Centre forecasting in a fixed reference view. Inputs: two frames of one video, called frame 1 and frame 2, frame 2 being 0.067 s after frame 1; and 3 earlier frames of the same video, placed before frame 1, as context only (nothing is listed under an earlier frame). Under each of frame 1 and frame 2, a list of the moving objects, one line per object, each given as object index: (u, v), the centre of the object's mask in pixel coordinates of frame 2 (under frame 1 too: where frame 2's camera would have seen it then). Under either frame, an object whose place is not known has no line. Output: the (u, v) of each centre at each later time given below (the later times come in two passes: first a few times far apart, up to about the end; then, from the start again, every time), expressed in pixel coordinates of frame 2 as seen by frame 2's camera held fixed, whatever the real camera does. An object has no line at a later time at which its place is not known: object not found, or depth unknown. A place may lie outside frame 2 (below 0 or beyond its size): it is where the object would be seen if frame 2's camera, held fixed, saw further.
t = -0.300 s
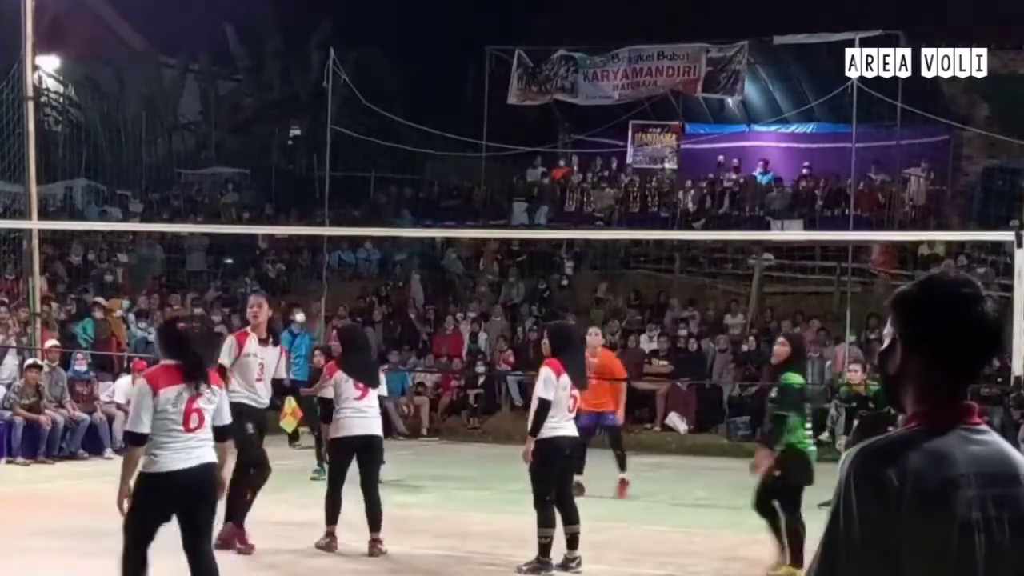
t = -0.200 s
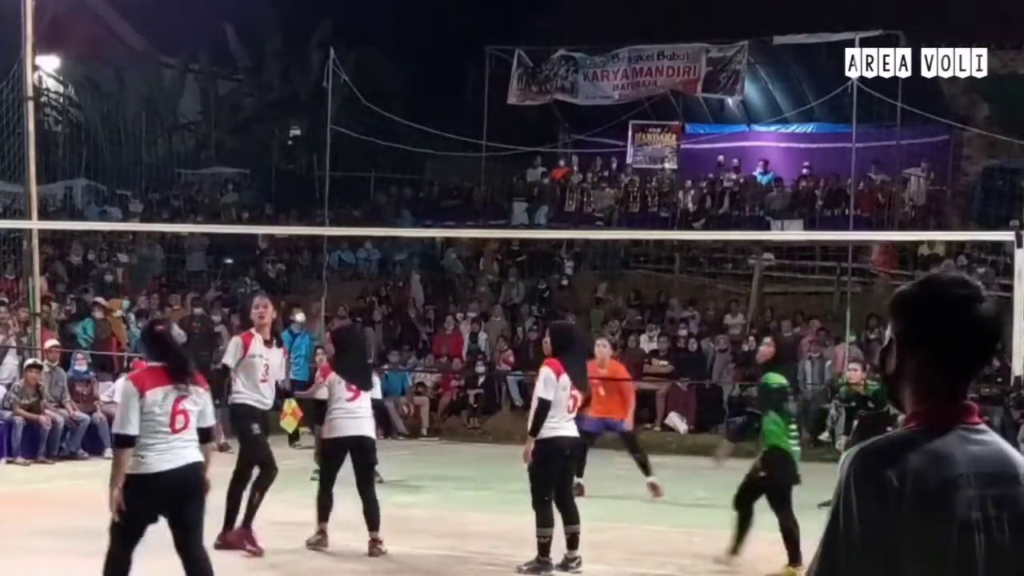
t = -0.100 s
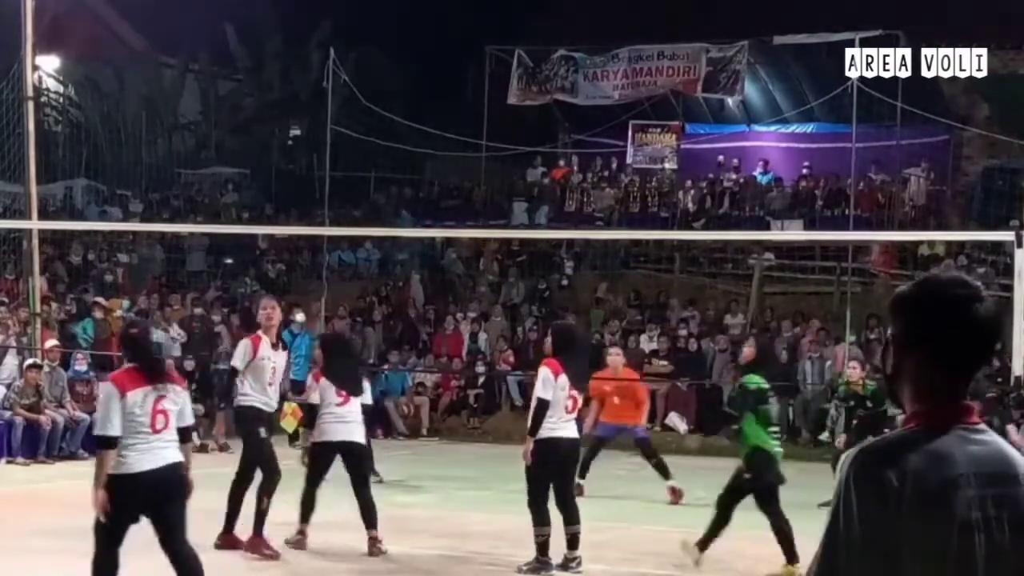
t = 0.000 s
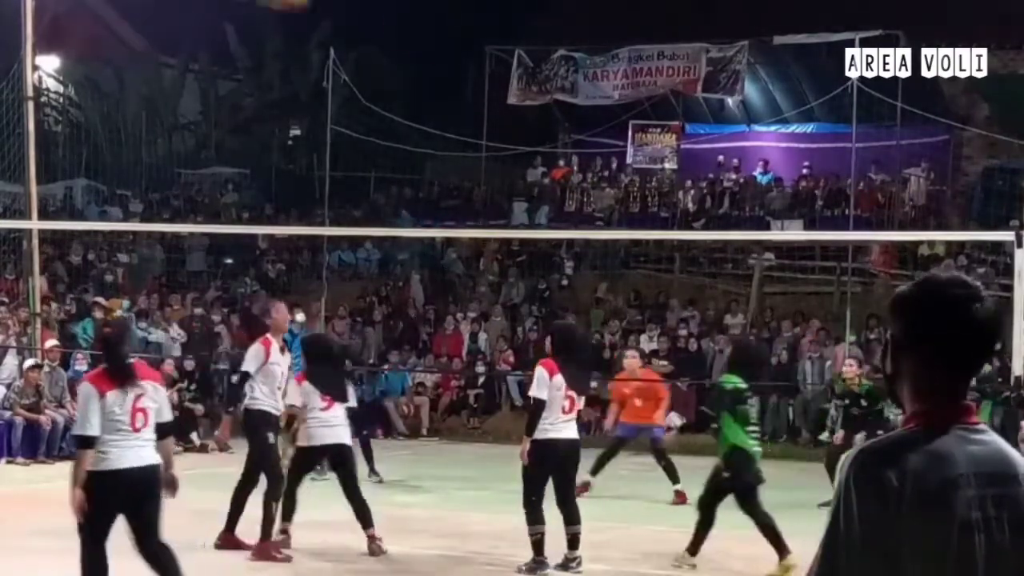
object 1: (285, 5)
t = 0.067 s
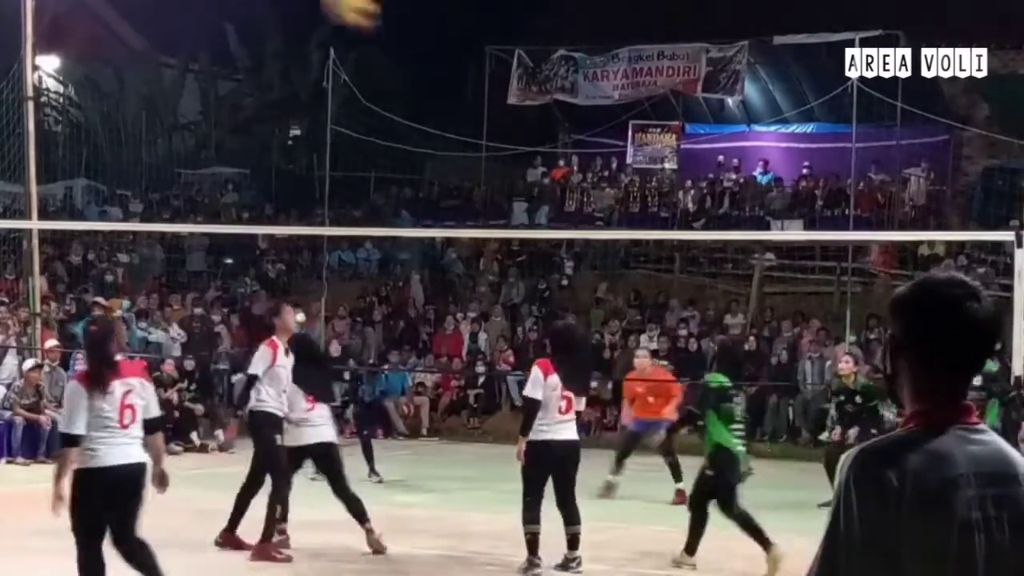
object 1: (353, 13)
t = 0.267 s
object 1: (508, 90)
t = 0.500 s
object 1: (627, 217)
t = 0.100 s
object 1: (384, 21)
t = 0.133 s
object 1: (413, 33)
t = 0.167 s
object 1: (440, 47)
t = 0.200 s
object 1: (465, 60)
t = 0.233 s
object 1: (487, 75)
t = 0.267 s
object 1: (508, 90)
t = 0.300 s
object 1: (530, 107)
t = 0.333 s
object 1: (548, 124)
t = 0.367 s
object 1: (565, 140)
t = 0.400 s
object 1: (582, 160)
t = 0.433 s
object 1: (598, 178)
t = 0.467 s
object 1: (612, 199)
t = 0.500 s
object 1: (627, 217)
